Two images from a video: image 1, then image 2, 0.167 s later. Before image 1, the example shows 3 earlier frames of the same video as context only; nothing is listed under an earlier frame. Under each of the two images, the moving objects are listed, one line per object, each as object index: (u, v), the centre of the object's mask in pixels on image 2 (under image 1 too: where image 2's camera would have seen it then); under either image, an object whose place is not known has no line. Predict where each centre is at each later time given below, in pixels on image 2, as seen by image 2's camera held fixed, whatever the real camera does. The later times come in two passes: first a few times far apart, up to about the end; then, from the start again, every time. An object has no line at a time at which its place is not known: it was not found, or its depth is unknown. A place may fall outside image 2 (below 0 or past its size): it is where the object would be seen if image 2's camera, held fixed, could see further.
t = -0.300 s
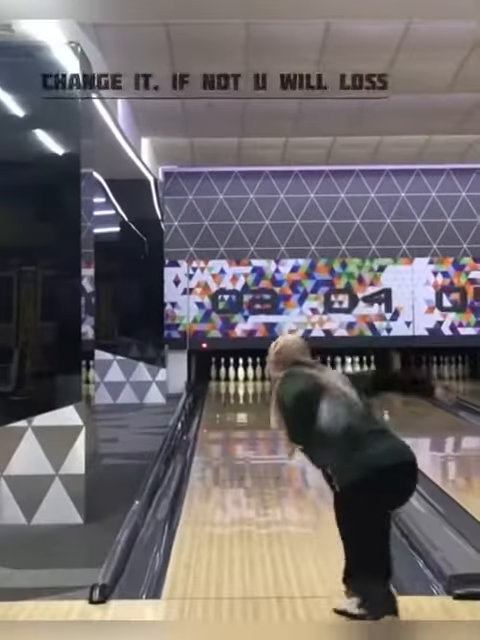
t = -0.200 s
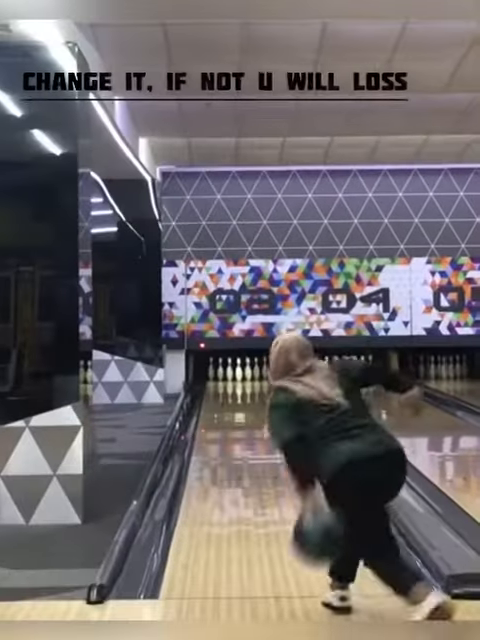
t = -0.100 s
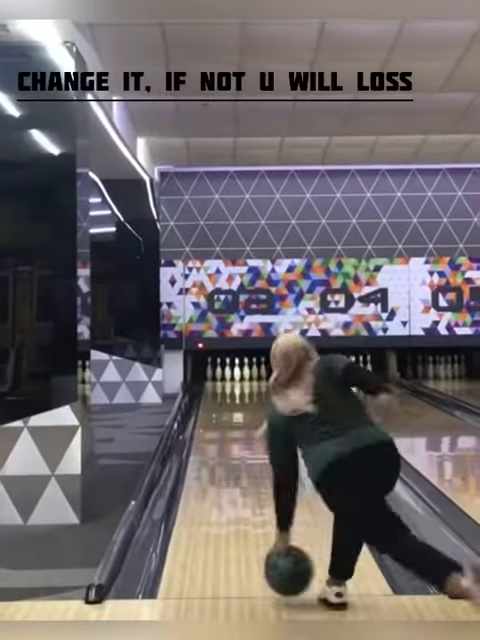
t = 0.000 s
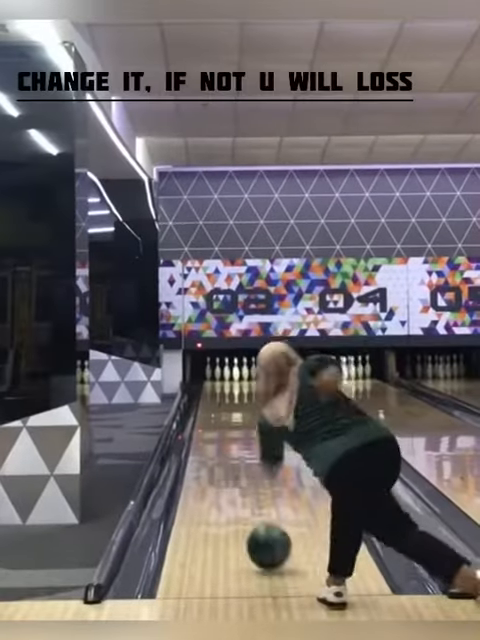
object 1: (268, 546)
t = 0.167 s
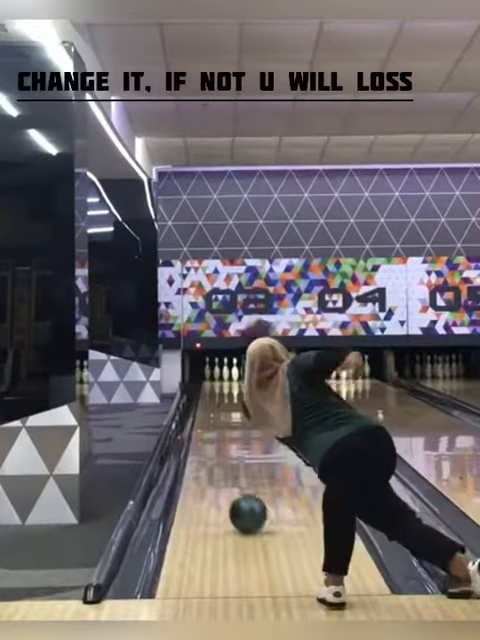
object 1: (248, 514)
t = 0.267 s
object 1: (238, 497)
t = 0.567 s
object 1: (220, 461)
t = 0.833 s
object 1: (210, 438)
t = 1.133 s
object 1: (203, 419)
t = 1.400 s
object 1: (202, 408)
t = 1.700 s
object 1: (205, 396)
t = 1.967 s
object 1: (206, 389)
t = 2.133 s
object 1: (209, 386)
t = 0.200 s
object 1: (245, 508)
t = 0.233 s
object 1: (242, 503)
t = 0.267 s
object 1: (238, 497)
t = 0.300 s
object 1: (236, 493)
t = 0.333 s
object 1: (233, 488)
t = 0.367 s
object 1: (231, 483)
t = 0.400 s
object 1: (229, 478)
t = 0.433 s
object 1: (227, 474)
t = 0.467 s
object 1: (225, 470)
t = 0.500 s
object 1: (223, 467)
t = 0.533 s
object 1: (221, 464)
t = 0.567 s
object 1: (220, 461)
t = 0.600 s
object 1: (218, 457)
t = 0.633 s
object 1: (217, 453)
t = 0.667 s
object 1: (216, 450)
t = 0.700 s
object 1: (214, 448)
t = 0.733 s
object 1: (213, 445)
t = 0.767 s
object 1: (212, 442)
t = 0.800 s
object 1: (211, 439)
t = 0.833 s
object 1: (210, 438)
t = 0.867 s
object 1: (208, 436)
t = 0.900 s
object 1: (208, 432)
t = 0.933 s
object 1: (207, 431)
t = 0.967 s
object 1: (206, 428)
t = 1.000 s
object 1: (206, 427)
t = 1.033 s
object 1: (205, 423)
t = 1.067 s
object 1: (205, 422)
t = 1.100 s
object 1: (204, 421)
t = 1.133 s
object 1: (203, 419)
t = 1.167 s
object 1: (203, 417)
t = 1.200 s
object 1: (203, 417)
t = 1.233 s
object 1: (203, 416)
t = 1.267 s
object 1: (203, 412)
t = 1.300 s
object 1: (204, 411)
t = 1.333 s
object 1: (203, 410)
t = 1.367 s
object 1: (201, 410)
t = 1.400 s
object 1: (202, 408)
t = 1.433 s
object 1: (202, 407)
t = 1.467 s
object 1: (202, 403)
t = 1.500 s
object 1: (203, 402)
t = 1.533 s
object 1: (202, 401)
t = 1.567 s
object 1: (203, 401)
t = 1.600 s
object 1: (203, 400)
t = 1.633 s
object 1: (204, 396)
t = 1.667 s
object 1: (204, 396)
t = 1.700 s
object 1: (205, 396)
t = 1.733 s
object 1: (203, 395)
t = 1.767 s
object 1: (204, 394)
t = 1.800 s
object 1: (204, 394)
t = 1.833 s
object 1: (205, 391)
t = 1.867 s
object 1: (205, 391)
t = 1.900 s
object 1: (206, 390)
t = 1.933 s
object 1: (206, 389)
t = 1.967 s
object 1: (206, 389)
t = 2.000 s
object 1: (207, 388)
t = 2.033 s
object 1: (208, 388)
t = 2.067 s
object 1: (208, 388)
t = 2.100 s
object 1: (209, 386)
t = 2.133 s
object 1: (209, 386)
